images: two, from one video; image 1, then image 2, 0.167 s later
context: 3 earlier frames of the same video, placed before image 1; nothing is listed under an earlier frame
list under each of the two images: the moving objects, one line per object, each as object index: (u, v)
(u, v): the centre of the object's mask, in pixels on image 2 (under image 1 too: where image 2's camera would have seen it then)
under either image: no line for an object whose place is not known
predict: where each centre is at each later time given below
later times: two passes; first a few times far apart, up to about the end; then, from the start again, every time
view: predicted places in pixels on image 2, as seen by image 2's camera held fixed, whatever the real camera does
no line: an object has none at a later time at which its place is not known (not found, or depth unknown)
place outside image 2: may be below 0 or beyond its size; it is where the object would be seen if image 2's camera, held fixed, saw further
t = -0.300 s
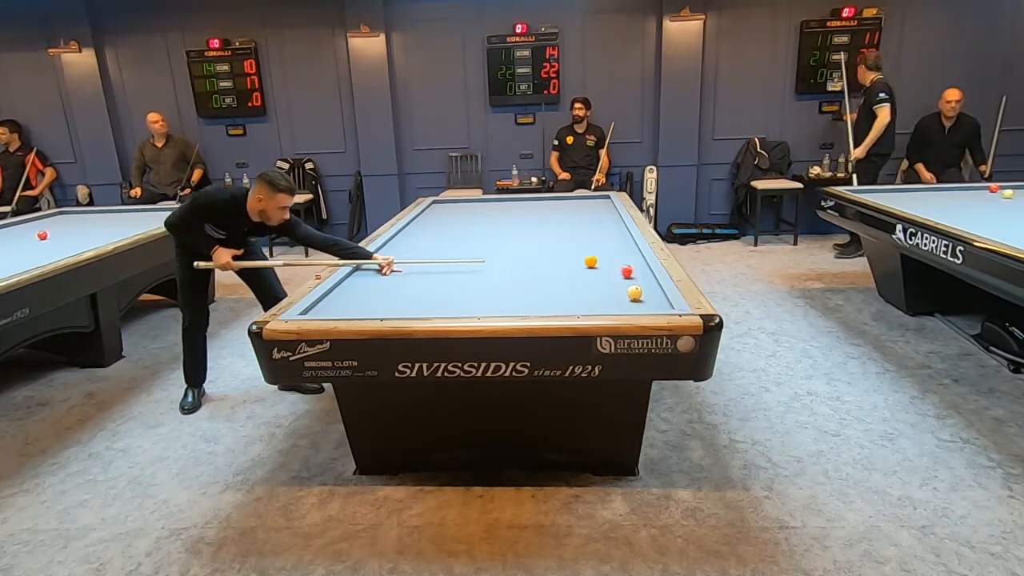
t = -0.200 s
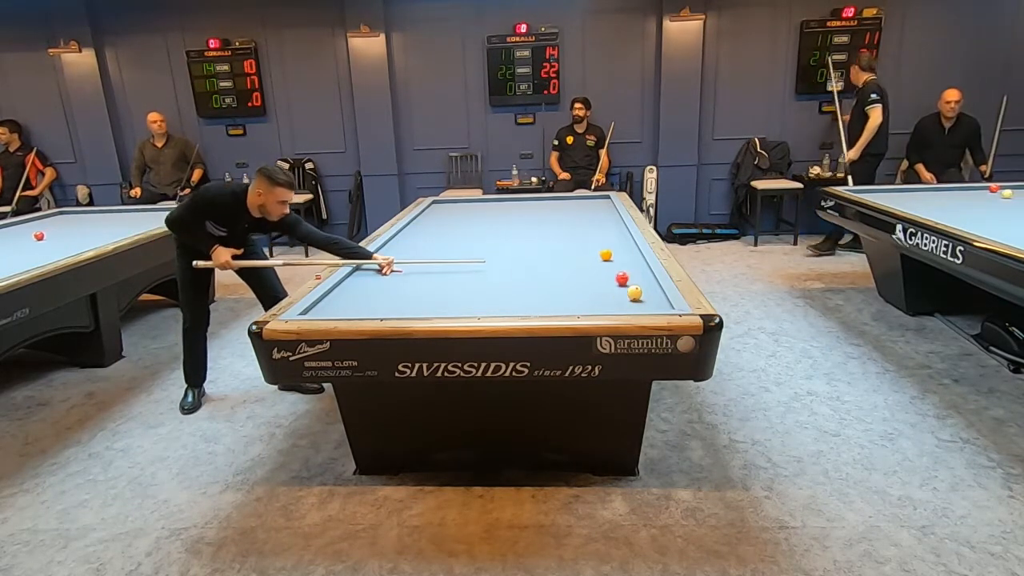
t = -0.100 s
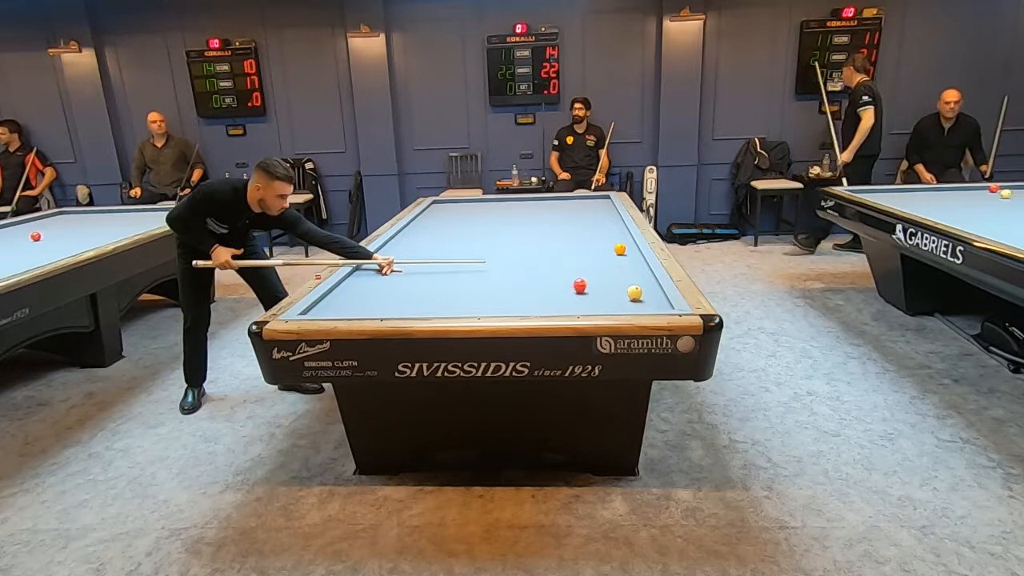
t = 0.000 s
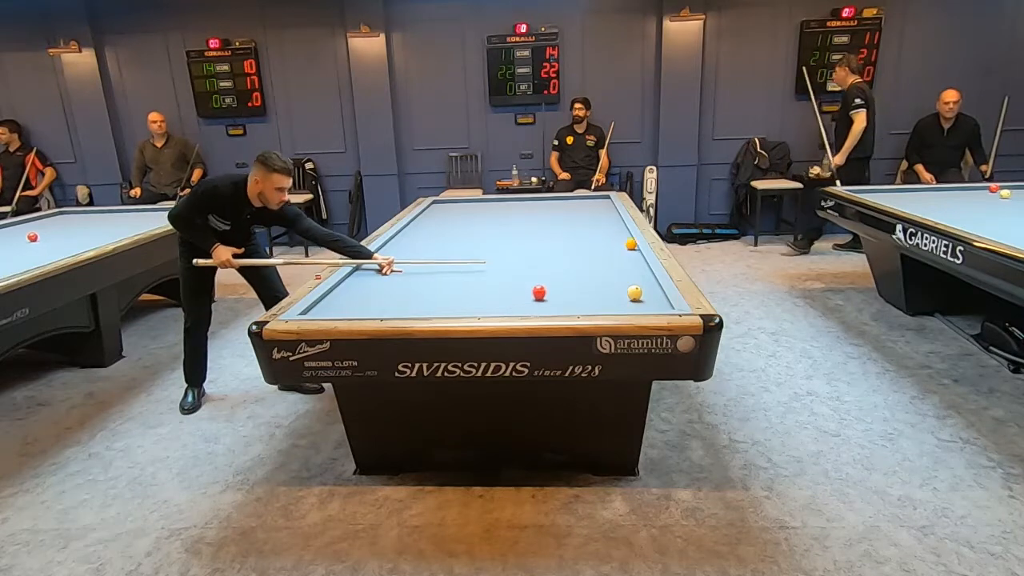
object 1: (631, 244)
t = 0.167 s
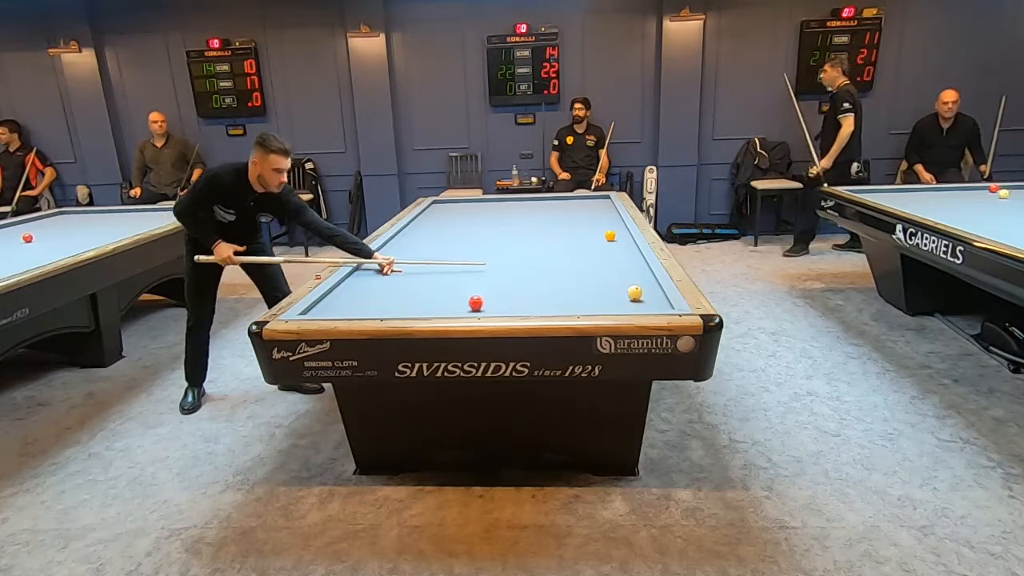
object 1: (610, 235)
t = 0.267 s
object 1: (602, 231)
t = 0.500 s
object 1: (584, 222)
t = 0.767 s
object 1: (568, 213)
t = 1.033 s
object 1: (554, 205)
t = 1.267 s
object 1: (542, 199)
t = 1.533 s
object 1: (521, 201)
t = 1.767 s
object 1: (499, 205)
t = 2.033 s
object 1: (472, 209)
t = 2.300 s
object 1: (445, 213)
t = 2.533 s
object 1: (421, 217)
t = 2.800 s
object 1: (423, 222)
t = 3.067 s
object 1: (431, 227)
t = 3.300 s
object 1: (439, 233)
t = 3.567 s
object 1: (448, 239)
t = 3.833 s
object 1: (458, 245)
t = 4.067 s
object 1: (467, 251)
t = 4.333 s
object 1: (478, 259)
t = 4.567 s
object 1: (489, 266)
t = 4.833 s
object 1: (502, 275)
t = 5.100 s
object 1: (517, 284)
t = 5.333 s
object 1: (531, 294)
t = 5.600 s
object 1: (548, 304)
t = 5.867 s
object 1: (570, 305)
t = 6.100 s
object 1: (589, 301)
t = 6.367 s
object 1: (610, 294)
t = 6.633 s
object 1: (625, 287)
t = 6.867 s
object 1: (638, 281)
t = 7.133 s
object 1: (648, 277)
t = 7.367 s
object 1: (639, 274)
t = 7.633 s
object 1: (629, 270)
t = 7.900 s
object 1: (621, 266)
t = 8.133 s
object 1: (614, 263)
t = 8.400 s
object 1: (606, 260)
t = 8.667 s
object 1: (599, 258)
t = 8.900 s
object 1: (594, 255)
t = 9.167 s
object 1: (588, 253)
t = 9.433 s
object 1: (583, 251)
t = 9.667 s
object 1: (579, 250)
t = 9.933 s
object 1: (575, 248)
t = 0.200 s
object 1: (607, 234)
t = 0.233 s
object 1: (604, 232)
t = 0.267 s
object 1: (602, 231)
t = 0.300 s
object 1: (599, 229)
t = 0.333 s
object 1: (596, 228)
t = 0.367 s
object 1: (594, 226)
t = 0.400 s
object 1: (591, 225)
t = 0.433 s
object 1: (589, 224)
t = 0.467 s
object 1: (587, 223)
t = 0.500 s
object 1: (584, 222)
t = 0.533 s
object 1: (582, 221)
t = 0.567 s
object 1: (580, 220)
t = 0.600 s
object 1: (578, 218)
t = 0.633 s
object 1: (576, 217)
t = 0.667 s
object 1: (573, 216)
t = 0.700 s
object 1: (571, 215)
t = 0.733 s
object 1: (569, 214)
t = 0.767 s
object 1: (568, 213)
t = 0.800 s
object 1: (566, 212)
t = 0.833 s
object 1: (564, 210)
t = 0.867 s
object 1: (562, 209)
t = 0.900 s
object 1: (560, 209)
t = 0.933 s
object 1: (558, 208)
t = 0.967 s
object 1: (556, 207)
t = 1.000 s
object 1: (555, 206)
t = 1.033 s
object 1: (554, 205)
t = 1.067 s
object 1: (552, 204)
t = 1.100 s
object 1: (550, 203)
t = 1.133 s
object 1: (549, 203)
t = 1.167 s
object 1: (547, 202)
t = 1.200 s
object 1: (545, 201)
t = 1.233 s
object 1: (544, 200)
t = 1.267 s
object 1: (542, 199)
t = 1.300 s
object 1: (541, 199)
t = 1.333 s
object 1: (540, 198)
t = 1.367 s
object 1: (537, 198)
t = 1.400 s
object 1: (533, 199)
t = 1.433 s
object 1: (530, 199)
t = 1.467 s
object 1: (527, 200)
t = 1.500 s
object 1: (524, 200)
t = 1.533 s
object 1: (521, 201)
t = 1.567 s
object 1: (518, 202)
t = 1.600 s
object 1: (515, 202)
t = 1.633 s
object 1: (512, 203)
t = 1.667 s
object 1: (508, 203)
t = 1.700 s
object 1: (505, 204)
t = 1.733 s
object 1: (502, 204)
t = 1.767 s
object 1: (499, 205)
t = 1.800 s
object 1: (496, 205)
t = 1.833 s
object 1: (493, 206)
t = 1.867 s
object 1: (489, 207)
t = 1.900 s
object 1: (486, 208)
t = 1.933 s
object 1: (483, 208)
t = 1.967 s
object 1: (479, 208)
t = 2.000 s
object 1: (476, 209)
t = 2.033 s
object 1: (472, 209)
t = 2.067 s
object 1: (469, 209)
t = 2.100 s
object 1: (466, 210)
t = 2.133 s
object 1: (462, 211)
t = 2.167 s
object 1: (459, 211)
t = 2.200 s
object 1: (455, 212)
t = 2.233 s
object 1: (452, 212)
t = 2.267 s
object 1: (449, 213)
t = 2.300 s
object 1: (445, 213)
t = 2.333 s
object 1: (442, 214)
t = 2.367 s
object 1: (439, 215)
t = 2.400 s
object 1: (435, 215)
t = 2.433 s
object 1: (431, 215)
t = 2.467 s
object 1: (428, 216)
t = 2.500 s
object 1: (424, 217)
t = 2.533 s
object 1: (421, 217)
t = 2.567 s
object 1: (417, 218)
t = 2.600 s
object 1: (417, 218)
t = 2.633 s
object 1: (418, 219)
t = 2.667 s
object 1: (419, 220)
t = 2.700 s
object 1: (420, 220)
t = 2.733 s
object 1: (421, 221)
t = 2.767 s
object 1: (422, 222)
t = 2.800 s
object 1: (423, 222)
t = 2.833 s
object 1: (424, 222)
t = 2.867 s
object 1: (425, 223)
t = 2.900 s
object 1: (426, 223)
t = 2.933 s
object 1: (427, 224)
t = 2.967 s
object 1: (428, 225)
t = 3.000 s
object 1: (429, 226)
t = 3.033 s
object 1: (430, 227)
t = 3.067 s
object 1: (431, 227)
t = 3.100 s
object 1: (432, 228)
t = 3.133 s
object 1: (433, 229)
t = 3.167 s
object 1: (434, 229)
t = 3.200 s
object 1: (435, 230)
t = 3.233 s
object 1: (436, 231)
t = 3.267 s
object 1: (437, 232)
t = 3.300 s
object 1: (439, 233)
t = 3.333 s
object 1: (440, 233)
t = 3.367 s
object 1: (441, 234)
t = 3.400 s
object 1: (442, 234)
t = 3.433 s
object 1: (443, 236)
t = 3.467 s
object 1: (444, 236)
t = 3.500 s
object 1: (445, 237)
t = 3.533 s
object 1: (446, 238)
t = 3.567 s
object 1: (448, 239)
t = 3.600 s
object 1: (449, 239)
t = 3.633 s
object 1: (450, 240)
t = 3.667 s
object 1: (452, 241)
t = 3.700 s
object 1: (453, 242)
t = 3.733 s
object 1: (454, 242)
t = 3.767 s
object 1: (455, 243)
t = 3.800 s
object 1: (456, 244)
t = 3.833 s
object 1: (458, 245)
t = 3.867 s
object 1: (459, 246)
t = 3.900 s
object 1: (460, 247)
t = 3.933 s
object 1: (462, 248)
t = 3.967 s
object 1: (463, 249)
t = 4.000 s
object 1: (464, 249)
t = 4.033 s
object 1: (466, 250)
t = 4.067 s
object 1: (467, 251)
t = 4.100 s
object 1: (468, 252)
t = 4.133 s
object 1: (470, 253)
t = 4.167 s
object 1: (471, 254)
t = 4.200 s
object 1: (472, 255)
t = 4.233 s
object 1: (474, 256)
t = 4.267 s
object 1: (475, 257)
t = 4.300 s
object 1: (477, 258)
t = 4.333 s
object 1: (478, 259)
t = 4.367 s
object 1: (480, 260)
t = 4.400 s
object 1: (481, 261)
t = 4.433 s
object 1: (482, 261)
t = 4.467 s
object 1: (484, 263)
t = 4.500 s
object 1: (486, 264)
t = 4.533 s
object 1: (487, 265)
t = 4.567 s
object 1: (489, 266)
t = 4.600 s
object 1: (491, 267)
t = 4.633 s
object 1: (492, 268)
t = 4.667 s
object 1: (494, 269)
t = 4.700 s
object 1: (495, 270)
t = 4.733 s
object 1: (497, 271)
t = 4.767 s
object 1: (499, 273)
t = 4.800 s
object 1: (501, 274)
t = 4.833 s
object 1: (502, 275)
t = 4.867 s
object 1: (504, 276)
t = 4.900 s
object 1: (506, 277)
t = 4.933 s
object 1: (508, 279)
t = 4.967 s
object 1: (509, 280)
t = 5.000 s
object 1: (511, 281)
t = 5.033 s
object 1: (513, 282)
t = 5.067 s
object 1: (515, 283)
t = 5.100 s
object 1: (517, 284)
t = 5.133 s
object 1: (519, 286)
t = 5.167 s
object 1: (521, 287)
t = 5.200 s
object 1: (523, 289)
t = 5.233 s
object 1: (525, 290)
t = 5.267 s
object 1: (527, 291)
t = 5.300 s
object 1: (529, 293)
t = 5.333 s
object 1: (531, 294)
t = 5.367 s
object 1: (533, 295)
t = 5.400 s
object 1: (535, 297)
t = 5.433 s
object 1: (537, 298)
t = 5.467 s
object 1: (539, 300)
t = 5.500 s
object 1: (542, 301)
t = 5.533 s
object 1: (544, 302)
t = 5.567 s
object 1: (546, 303)
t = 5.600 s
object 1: (548, 304)
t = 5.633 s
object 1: (551, 305)
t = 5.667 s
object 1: (553, 306)
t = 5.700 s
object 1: (555, 307)
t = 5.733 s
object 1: (557, 307)
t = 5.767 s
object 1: (561, 307)
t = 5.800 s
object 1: (564, 306)
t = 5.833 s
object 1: (567, 306)
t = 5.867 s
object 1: (570, 305)
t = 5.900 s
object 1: (573, 305)
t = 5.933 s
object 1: (575, 304)
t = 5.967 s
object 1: (578, 304)
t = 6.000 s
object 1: (581, 303)
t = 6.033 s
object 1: (584, 302)
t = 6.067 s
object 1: (587, 302)
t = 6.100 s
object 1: (589, 301)
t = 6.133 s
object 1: (592, 300)
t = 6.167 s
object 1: (595, 299)
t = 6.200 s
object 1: (597, 298)
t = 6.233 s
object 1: (600, 297)
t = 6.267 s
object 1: (602, 297)
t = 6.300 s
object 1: (605, 296)
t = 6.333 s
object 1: (607, 295)
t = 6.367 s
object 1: (610, 294)
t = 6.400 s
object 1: (612, 294)
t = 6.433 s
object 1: (615, 293)
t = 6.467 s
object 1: (617, 292)
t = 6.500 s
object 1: (619, 291)
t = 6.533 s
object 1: (621, 290)
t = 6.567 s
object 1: (622, 289)
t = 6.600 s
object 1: (623, 288)
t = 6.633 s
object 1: (625, 287)
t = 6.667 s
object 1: (626, 286)
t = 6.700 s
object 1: (628, 285)
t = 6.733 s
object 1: (630, 284)
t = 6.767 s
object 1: (632, 283)
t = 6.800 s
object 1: (634, 282)
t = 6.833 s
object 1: (636, 281)
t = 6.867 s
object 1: (638, 281)
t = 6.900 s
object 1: (639, 280)
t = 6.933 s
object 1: (641, 280)
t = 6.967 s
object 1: (643, 280)
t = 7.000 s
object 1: (644, 279)
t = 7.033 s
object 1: (646, 279)
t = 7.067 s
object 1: (647, 278)
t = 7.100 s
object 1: (649, 278)
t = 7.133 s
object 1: (648, 277)
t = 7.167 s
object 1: (647, 277)
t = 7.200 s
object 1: (645, 276)
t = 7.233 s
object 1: (644, 276)
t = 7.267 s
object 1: (643, 275)
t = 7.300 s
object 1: (641, 275)
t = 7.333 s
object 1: (640, 274)
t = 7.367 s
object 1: (639, 274)
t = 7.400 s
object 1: (638, 273)
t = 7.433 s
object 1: (636, 273)
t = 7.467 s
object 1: (635, 272)
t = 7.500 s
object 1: (634, 272)
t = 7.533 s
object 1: (633, 271)
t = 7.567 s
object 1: (632, 271)
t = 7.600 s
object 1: (630, 270)
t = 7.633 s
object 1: (629, 270)
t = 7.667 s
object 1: (628, 269)
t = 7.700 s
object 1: (627, 268)
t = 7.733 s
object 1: (626, 268)
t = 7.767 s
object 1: (625, 268)
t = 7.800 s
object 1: (624, 267)
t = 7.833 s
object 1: (623, 267)
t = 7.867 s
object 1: (622, 266)
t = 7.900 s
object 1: (621, 266)
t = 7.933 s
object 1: (620, 265)
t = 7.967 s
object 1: (619, 265)
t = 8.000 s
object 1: (618, 265)
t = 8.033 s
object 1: (617, 264)
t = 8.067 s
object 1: (616, 264)
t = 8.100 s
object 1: (615, 264)
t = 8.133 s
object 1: (614, 263)
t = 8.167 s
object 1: (613, 263)
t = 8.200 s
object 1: (612, 262)
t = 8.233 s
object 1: (611, 262)
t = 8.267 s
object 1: (610, 262)
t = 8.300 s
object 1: (609, 262)
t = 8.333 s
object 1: (608, 261)
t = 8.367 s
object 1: (607, 260)
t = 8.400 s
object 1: (606, 260)
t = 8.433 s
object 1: (606, 260)
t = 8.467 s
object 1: (605, 260)
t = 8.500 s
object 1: (604, 259)
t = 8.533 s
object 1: (603, 259)
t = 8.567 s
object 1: (602, 259)
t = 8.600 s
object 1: (601, 259)
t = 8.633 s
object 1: (600, 258)
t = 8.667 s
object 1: (599, 258)
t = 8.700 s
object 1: (598, 257)
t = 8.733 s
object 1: (598, 257)
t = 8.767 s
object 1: (597, 257)
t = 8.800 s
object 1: (596, 256)
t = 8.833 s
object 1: (595, 256)
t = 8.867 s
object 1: (595, 256)
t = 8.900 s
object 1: (594, 255)
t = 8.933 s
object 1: (593, 255)
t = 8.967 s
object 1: (593, 255)
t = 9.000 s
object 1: (592, 255)
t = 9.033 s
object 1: (591, 254)
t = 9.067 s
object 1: (590, 254)
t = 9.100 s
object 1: (589, 254)
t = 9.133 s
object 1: (589, 254)
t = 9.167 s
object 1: (588, 253)
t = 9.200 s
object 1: (587, 253)
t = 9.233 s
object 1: (587, 253)
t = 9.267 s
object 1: (586, 253)
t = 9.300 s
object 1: (586, 252)
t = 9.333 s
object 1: (585, 252)
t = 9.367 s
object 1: (584, 252)
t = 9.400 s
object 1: (584, 252)
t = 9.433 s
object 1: (583, 251)
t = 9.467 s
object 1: (582, 251)
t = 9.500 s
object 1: (582, 251)
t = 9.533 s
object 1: (581, 251)
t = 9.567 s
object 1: (581, 251)
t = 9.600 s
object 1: (580, 250)
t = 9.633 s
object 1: (579, 250)
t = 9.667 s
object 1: (579, 250)
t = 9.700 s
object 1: (578, 250)
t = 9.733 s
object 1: (578, 250)
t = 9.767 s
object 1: (577, 249)
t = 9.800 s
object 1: (577, 249)
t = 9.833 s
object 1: (576, 249)
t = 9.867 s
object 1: (576, 249)
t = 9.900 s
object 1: (576, 249)
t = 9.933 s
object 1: (575, 248)
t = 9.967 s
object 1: (575, 248)
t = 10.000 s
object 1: (574, 248)
